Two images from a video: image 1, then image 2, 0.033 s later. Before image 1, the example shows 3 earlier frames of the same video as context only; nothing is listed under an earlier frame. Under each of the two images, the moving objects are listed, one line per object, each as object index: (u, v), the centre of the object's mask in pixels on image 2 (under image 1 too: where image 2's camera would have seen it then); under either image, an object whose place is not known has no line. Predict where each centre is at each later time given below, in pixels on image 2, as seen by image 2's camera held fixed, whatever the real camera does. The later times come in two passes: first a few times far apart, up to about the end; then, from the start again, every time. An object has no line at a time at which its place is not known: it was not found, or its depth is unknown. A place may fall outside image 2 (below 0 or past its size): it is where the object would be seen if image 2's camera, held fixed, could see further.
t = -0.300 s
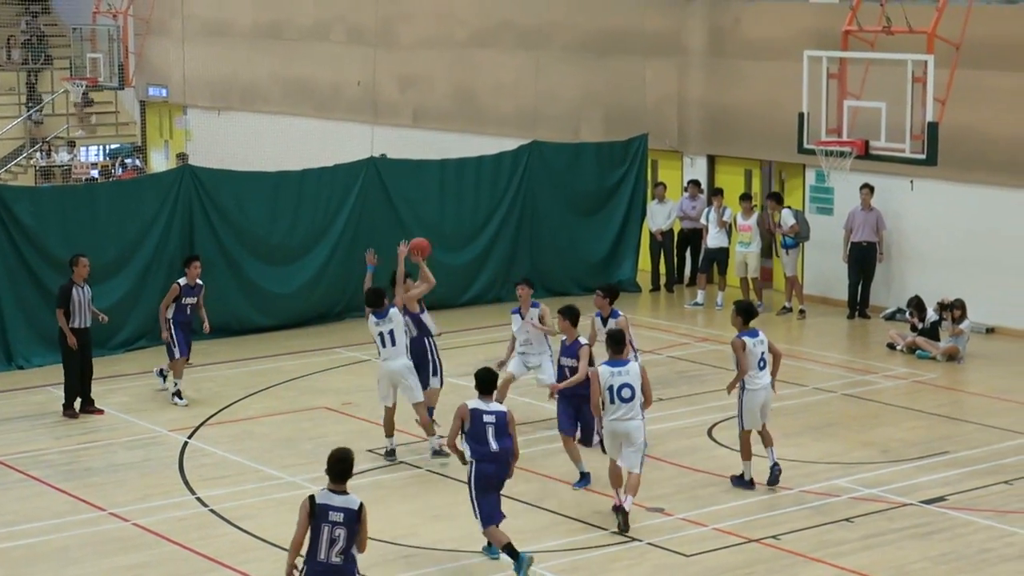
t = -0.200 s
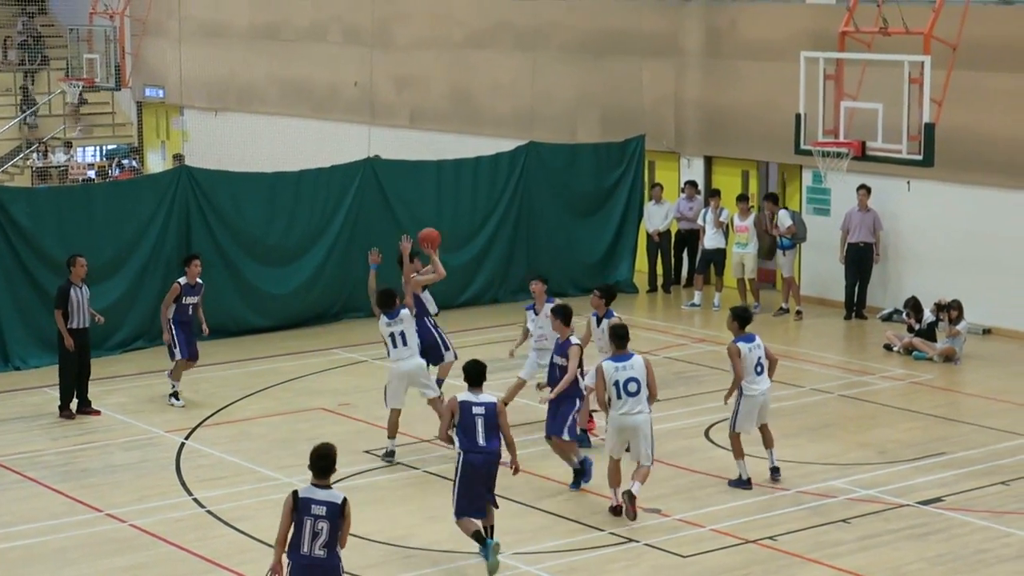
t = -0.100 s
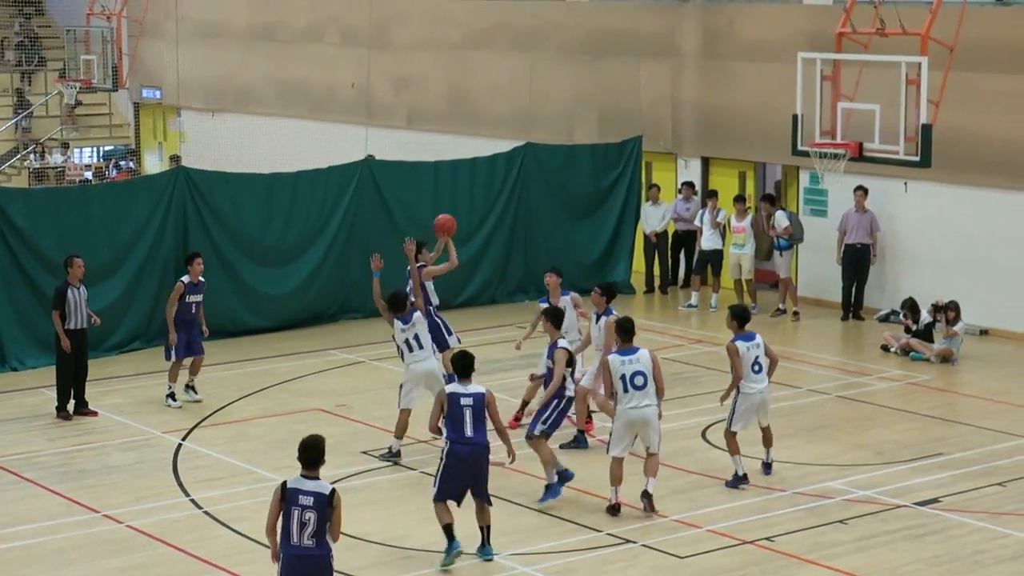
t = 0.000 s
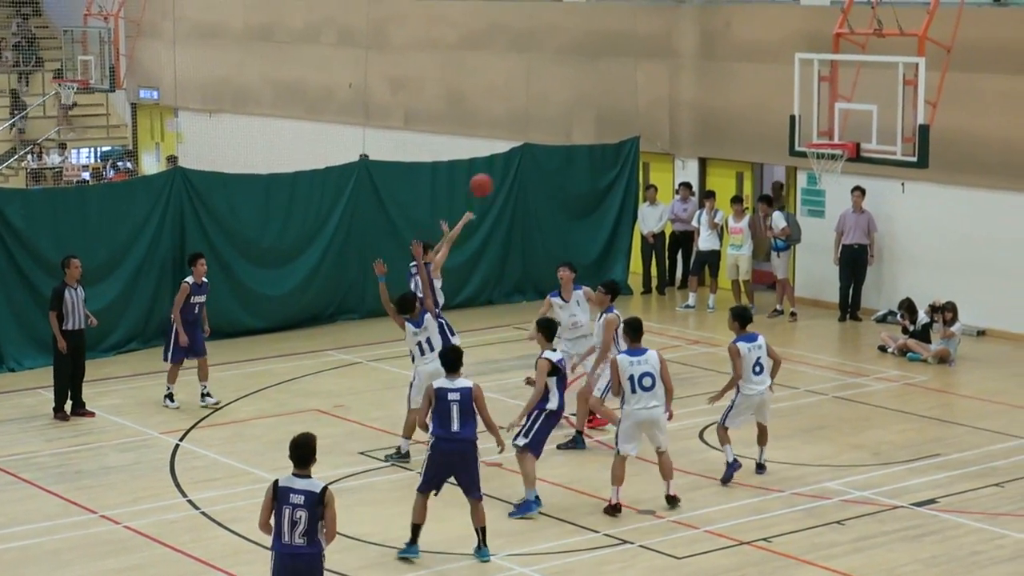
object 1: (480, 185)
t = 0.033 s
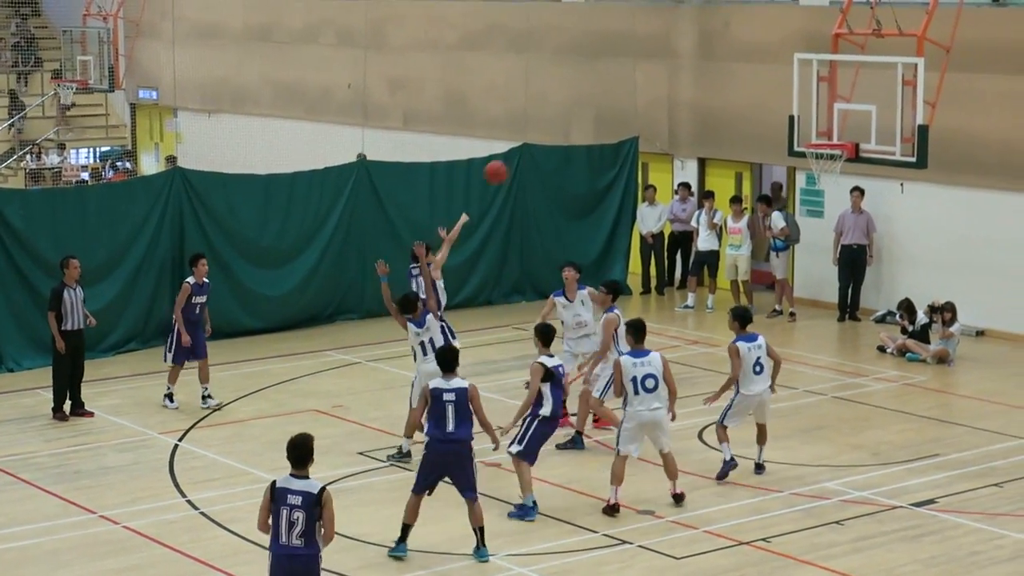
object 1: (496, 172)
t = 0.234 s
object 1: (590, 114)
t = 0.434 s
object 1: (682, 95)
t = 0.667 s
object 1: (785, 120)
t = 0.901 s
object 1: (844, 127)
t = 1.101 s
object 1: (861, 121)
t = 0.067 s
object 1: (511, 160)
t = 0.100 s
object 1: (527, 149)
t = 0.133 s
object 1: (543, 139)
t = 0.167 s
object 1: (559, 129)
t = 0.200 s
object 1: (574, 121)
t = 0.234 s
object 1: (590, 114)
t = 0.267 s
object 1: (605, 108)
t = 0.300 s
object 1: (620, 104)
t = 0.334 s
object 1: (636, 100)
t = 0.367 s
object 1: (651, 97)
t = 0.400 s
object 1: (666, 95)
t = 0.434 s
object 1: (682, 95)
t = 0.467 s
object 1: (697, 95)
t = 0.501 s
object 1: (712, 97)
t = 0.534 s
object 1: (727, 99)
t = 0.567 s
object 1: (741, 103)
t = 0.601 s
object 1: (756, 107)
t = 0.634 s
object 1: (771, 112)
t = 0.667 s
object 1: (785, 120)
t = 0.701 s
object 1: (800, 126)
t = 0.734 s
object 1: (814, 134)
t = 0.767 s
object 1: (821, 135)
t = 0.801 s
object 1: (831, 135)
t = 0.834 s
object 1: (839, 136)
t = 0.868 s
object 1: (841, 131)
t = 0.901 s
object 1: (844, 127)
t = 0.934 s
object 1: (847, 124)
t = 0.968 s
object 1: (850, 121)
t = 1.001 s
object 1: (853, 119)
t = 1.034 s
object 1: (855, 118)
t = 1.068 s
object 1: (858, 119)
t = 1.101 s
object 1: (861, 121)
